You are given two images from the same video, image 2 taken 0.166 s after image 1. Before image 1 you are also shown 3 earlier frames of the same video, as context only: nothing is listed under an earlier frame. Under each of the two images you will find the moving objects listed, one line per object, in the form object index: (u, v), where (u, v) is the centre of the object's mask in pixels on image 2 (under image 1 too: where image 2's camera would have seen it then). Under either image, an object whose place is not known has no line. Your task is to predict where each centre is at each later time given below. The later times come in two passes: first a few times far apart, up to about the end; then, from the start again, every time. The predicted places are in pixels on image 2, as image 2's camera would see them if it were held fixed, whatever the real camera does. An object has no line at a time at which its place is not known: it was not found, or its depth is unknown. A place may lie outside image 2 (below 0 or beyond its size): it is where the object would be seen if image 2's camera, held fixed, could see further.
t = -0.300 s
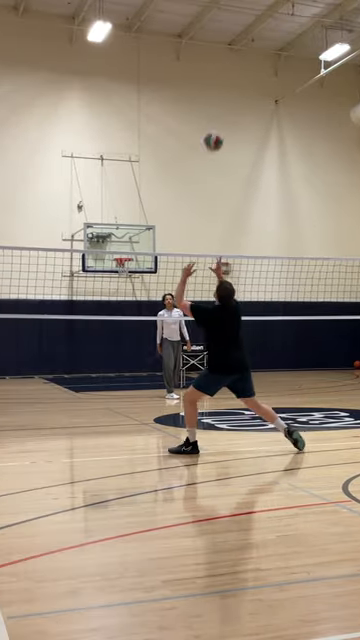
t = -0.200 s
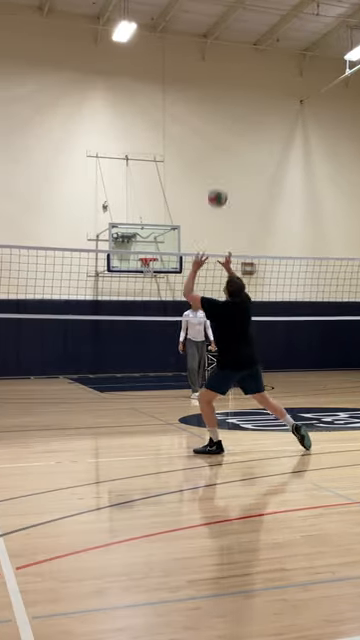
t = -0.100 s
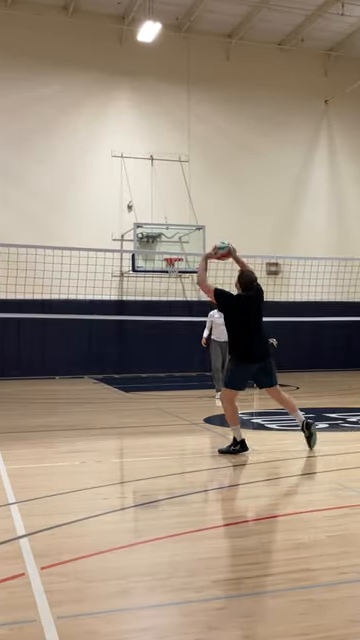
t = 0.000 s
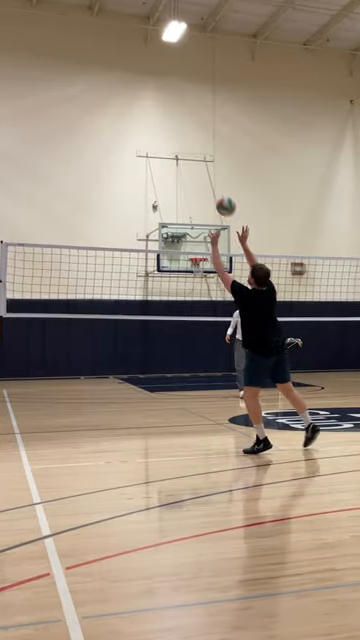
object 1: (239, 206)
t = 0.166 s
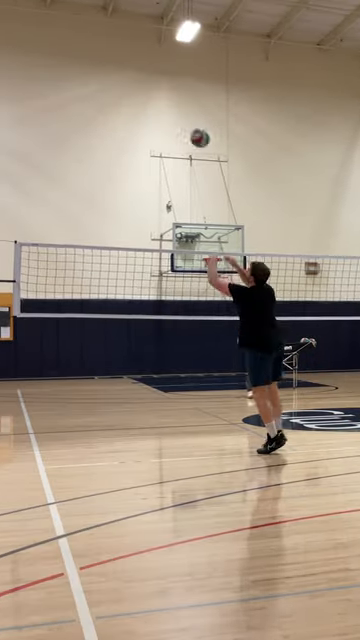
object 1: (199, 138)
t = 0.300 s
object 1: (169, 104)
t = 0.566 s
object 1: (111, 83)
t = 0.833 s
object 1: (57, 123)
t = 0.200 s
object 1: (192, 128)
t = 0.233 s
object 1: (184, 119)
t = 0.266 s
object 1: (176, 111)
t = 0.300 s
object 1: (169, 104)
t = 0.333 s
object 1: (162, 98)
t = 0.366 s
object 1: (154, 93)
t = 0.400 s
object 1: (147, 89)
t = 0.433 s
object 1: (140, 87)
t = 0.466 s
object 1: (133, 84)
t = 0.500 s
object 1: (125, 83)
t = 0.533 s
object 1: (118, 83)
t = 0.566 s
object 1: (111, 83)
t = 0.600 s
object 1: (104, 85)
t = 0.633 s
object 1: (97, 88)
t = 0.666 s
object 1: (90, 92)
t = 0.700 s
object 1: (84, 96)
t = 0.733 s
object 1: (77, 102)
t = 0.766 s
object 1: (70, 108)
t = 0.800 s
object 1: (63, 115)
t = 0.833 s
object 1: (57, 123)
